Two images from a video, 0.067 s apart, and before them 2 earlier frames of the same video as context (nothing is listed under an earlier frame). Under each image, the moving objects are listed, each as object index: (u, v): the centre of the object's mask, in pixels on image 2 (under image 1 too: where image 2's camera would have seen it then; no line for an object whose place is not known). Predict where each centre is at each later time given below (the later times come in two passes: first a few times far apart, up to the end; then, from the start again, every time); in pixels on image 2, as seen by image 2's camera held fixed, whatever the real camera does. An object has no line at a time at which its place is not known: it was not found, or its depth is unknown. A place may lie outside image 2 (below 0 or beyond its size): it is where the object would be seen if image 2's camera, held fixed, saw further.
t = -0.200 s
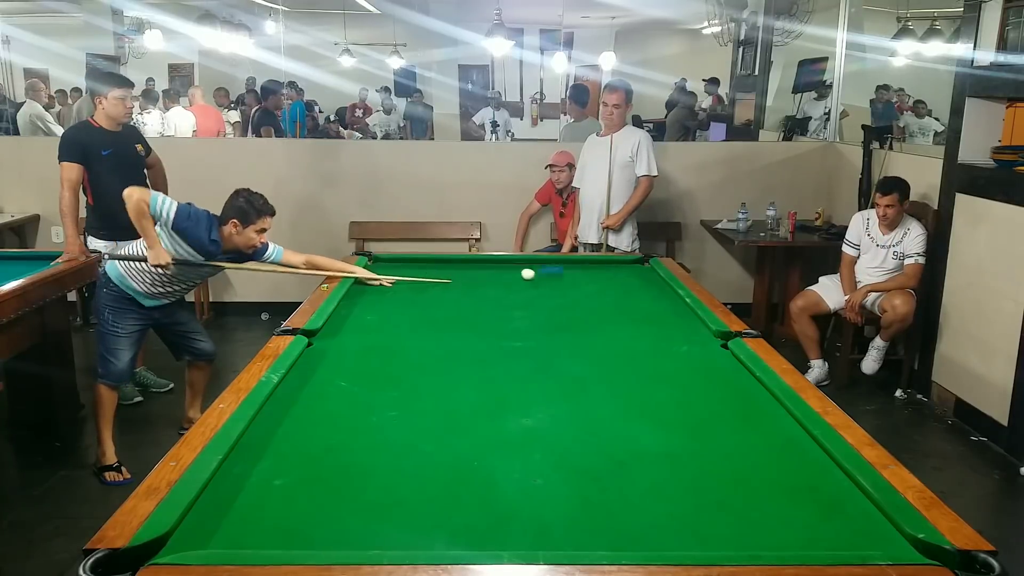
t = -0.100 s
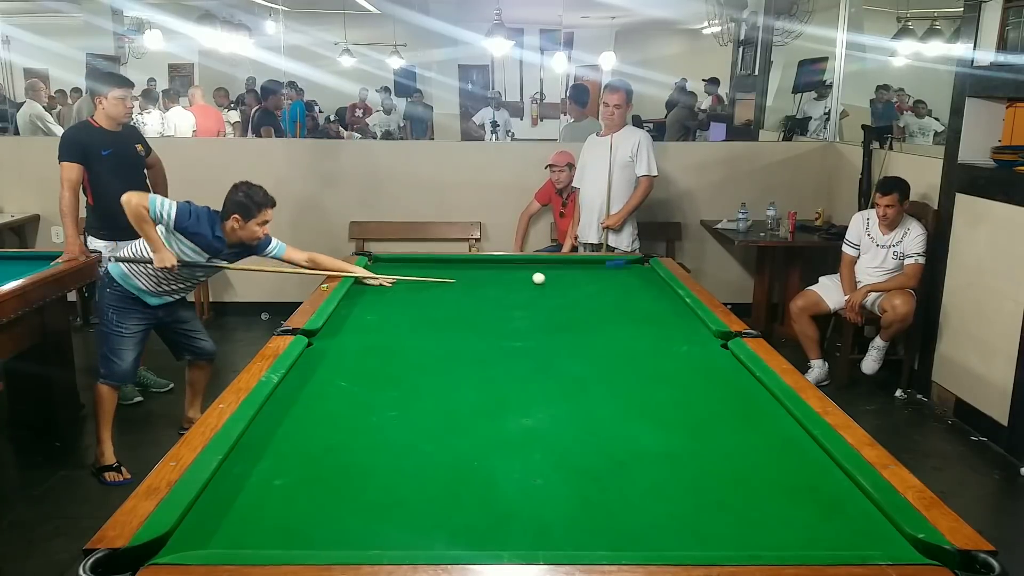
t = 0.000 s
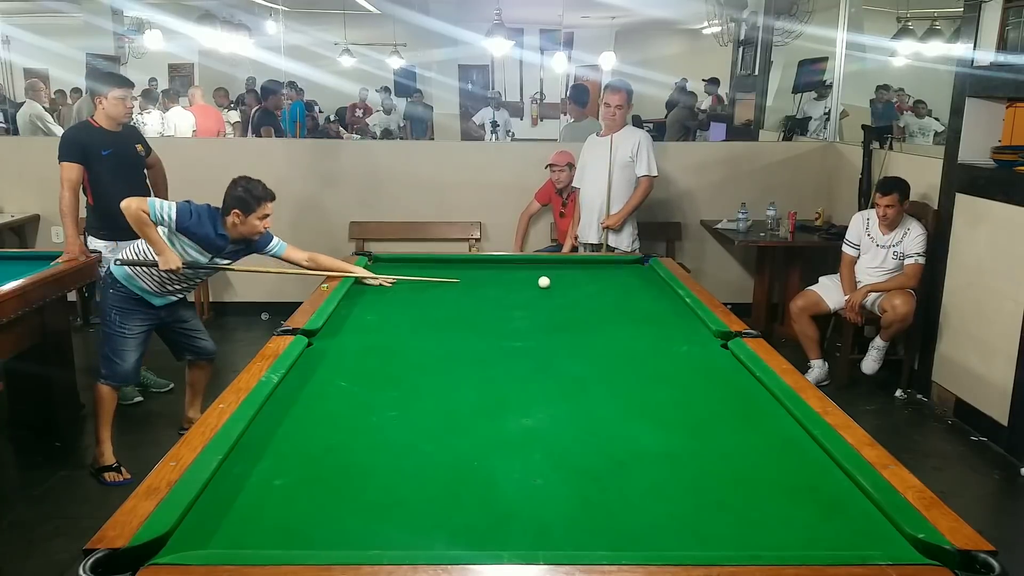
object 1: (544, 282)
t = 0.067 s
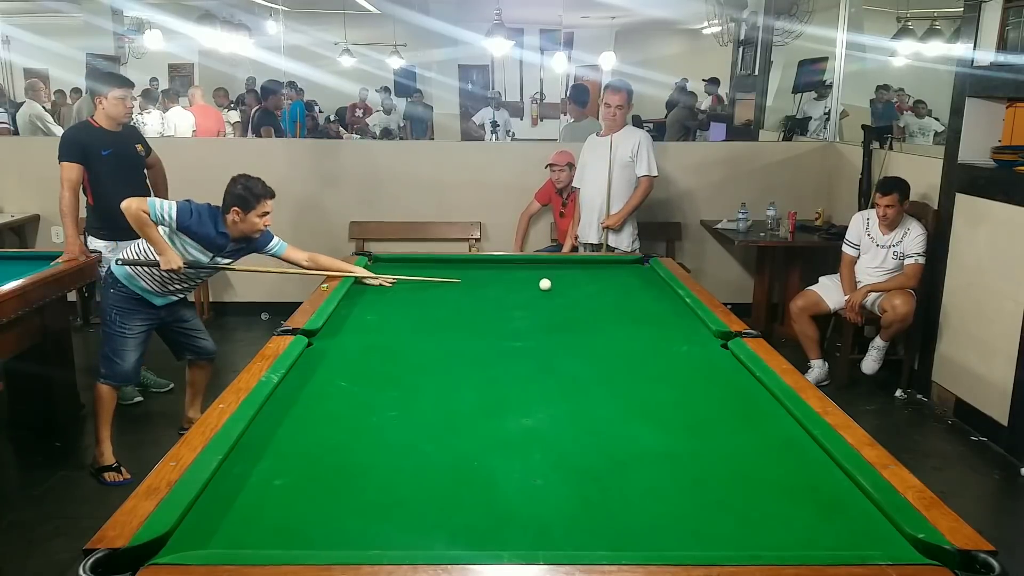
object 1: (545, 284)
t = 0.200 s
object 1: (547, 289)
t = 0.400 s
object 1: (550, 297)
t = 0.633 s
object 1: (554, 306)
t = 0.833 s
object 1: (557, 314)
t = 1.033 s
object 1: (561, 322)
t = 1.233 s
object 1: (565, 331)
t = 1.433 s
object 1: (568, 340)
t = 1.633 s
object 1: (572, 349)
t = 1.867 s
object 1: (577, 360)
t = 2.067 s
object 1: (581, 370)
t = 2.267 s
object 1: (585, 380)
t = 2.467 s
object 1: (589, 389)
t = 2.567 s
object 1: (592, 394)
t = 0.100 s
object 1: (545, 286)
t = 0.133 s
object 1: (546, 287)
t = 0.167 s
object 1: (546, 288)
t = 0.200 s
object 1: (547, 289)
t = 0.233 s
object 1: (547, 291)
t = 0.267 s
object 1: (548, 292)
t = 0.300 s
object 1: (549, 293)
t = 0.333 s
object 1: (549, 294)
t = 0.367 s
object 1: (550, 295)
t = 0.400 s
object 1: (550, 297)
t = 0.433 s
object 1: (550, 298)
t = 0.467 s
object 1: (551, 299)
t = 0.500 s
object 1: (552, 301)
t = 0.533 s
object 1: (552, 302)
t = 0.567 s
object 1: (553, 303)
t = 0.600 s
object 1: (553, 305)
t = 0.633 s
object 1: (554, 306)
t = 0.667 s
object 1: (554, 307)
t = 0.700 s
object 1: (555, 309)
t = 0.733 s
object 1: (556, 310)
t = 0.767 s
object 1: (556, 311)
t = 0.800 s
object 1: (557, 313)
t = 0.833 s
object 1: (557, 314)
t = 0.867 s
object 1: (558, 315)
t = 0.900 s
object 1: (558, 317)
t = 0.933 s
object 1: (559, 318)
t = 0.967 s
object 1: (560, 320)
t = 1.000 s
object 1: (560, 321)
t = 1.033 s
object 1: (561, 322)
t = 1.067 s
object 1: (562, 324)
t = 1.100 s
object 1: (562, 325)
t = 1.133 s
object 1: (563, 327)
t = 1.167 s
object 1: (563, 328)
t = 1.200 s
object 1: (564, 330)
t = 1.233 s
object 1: (565, 331)
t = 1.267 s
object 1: (565, 333)
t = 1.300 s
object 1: (566, 334)
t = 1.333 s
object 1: (566, 336)
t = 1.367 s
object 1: (567, 337)
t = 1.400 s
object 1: (568, 339)
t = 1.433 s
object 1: (568, 340)
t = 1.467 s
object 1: (569, 341)
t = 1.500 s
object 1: (570, 343)
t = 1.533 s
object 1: (570, 345)
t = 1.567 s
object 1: (571, 346)
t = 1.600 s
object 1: (571, 348)
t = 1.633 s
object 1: (572, 349)
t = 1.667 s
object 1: (573, 351)
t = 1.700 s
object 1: (573, 352)
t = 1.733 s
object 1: (574, 354)
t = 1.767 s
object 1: (575, 355)
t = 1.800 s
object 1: (575, 357)
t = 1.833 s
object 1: (576, 358)
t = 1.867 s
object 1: (577, 360)
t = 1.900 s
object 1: (577, 362)
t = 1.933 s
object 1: (578, 363)
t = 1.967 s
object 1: (579, 365)
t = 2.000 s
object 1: (579, 366)
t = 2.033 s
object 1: (580, 368)
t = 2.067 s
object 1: (581, 370)
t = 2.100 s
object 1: (581, 371)
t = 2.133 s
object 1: (582, 373)
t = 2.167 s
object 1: (583, 375)
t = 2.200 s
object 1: (584, 376)
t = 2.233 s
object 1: (584, 378)
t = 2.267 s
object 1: (585, 380)
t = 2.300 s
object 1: (586, 381)
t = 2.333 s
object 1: (586, 383)
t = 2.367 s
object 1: (587, 384)
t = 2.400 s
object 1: (588, 386)
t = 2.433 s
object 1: (589, 388)
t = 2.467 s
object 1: (589, 389)
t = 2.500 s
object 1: (590, 391)
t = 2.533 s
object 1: (591, 393)
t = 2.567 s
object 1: (592, 394)
